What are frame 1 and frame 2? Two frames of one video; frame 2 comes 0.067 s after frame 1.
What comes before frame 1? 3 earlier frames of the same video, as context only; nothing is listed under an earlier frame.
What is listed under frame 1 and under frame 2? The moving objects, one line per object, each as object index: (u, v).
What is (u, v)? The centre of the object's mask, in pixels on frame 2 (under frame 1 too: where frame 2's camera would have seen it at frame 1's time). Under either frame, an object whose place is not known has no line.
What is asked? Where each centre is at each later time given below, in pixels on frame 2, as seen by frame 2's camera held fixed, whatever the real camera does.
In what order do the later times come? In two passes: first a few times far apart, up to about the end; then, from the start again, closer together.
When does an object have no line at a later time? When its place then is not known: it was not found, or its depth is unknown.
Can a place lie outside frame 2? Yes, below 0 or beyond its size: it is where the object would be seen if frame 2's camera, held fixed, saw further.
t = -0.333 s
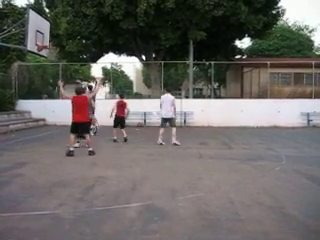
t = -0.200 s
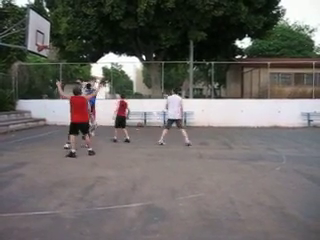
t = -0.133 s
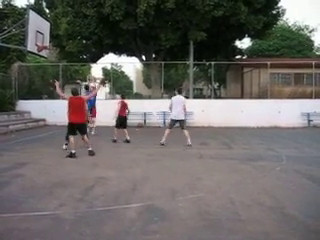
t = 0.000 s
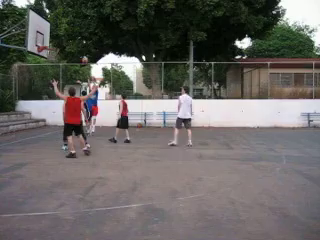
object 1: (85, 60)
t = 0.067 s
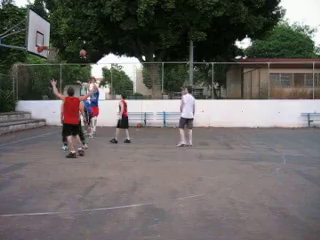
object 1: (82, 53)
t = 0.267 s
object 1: (75, 35)
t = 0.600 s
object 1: (61, 30)
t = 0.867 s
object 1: (51, 43)
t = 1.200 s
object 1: (56, 45)
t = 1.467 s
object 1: (49, 56)
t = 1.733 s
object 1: (49, 73)
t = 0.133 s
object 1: (80, 45)
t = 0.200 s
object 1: (77, 39)
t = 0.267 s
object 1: (75, 35)
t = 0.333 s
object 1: (73, 32)
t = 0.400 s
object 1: (70, 29)
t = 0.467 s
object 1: (67, 28)
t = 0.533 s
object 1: (65, 28)
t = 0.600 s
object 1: (61, 30)
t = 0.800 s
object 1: (52, 43)
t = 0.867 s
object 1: (51, 43)
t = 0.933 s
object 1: (50, 44)
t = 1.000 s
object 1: (51, 43)
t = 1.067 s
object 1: (54, 43)
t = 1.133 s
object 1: (55, 44)
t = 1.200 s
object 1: (56, 45)
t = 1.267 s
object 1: (55, 46)
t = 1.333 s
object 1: (53, 47)
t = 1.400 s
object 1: (52, 48)
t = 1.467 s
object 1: (49, 56)
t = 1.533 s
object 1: (50, 58)
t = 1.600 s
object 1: (50, 61)
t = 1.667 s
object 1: (49, 66)
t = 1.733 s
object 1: (49, 73)
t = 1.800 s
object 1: (49, 80)
